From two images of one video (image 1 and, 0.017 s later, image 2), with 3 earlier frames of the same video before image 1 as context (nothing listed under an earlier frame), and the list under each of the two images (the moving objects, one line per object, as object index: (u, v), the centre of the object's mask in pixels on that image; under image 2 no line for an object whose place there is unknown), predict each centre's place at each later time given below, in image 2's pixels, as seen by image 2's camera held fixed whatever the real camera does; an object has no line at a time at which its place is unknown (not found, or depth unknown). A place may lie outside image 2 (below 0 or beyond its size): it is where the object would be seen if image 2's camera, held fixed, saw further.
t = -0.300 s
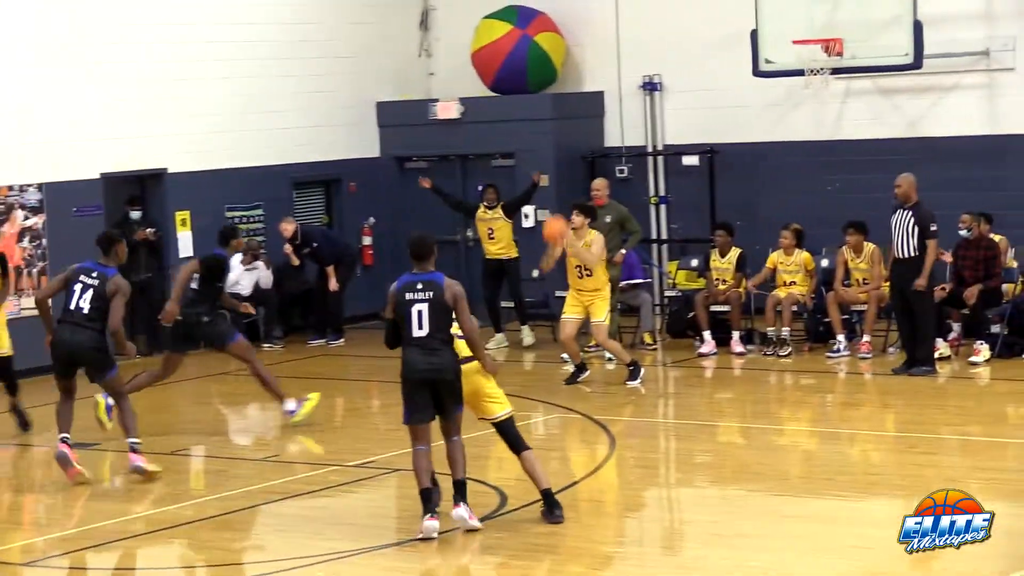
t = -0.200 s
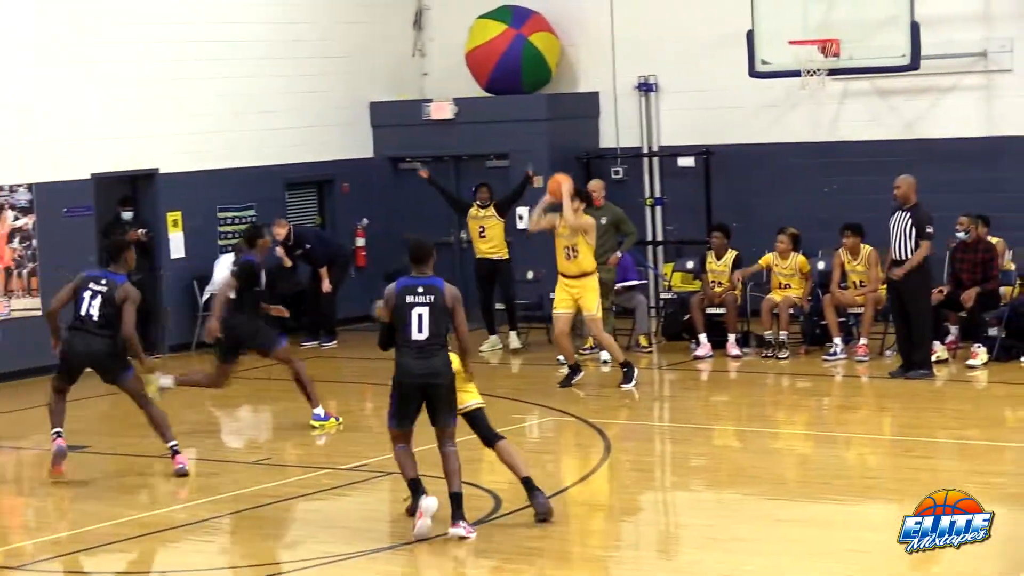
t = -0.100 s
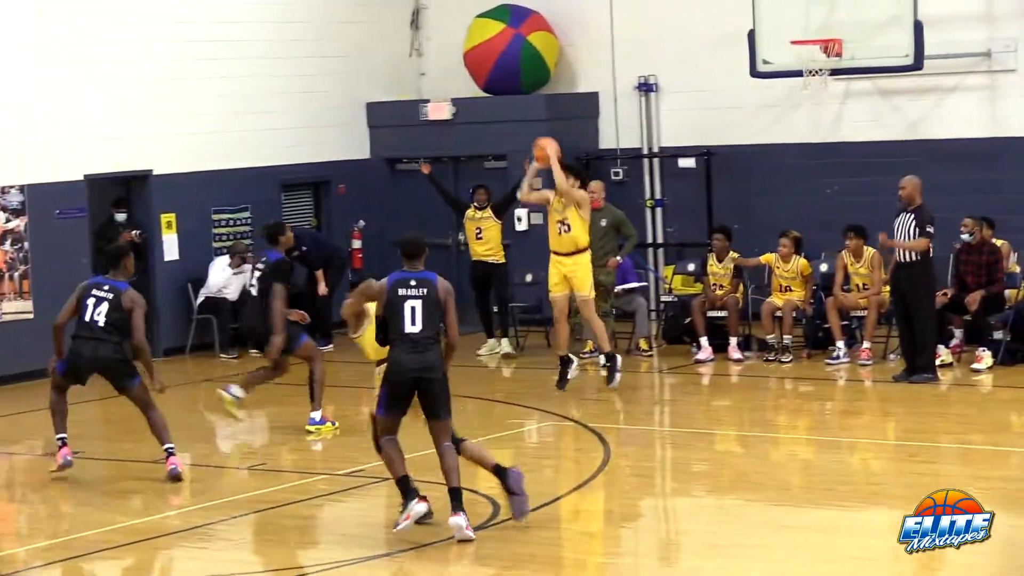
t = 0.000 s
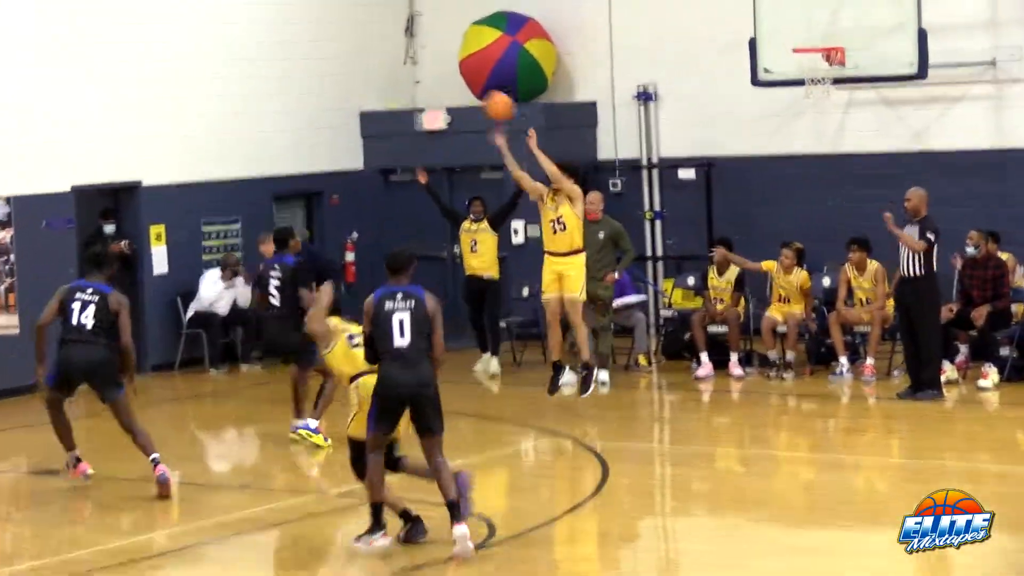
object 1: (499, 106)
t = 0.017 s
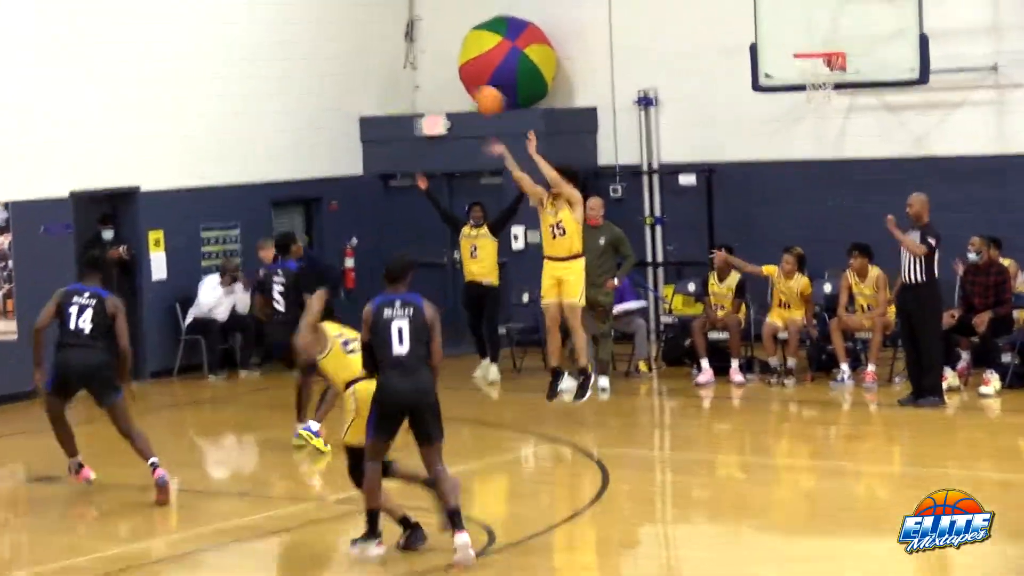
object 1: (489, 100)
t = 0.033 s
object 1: (479, 90)
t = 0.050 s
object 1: (469, 79)
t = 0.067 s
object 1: (457, 68)
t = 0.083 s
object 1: (447, 58)
